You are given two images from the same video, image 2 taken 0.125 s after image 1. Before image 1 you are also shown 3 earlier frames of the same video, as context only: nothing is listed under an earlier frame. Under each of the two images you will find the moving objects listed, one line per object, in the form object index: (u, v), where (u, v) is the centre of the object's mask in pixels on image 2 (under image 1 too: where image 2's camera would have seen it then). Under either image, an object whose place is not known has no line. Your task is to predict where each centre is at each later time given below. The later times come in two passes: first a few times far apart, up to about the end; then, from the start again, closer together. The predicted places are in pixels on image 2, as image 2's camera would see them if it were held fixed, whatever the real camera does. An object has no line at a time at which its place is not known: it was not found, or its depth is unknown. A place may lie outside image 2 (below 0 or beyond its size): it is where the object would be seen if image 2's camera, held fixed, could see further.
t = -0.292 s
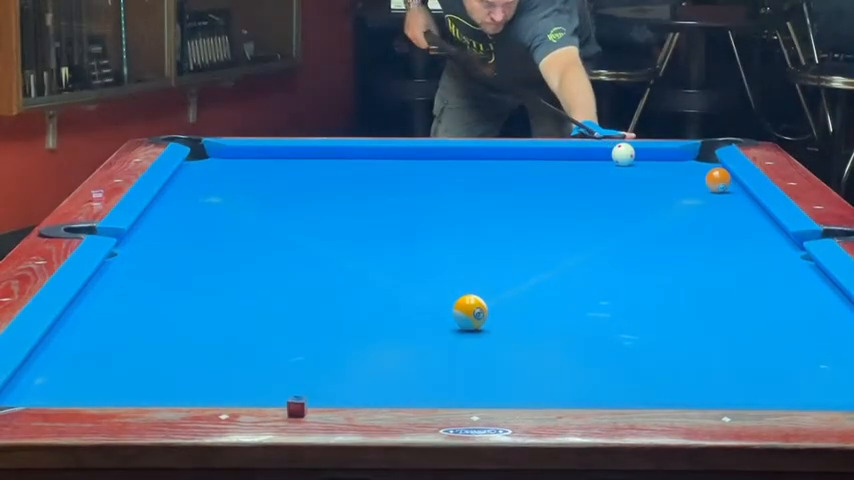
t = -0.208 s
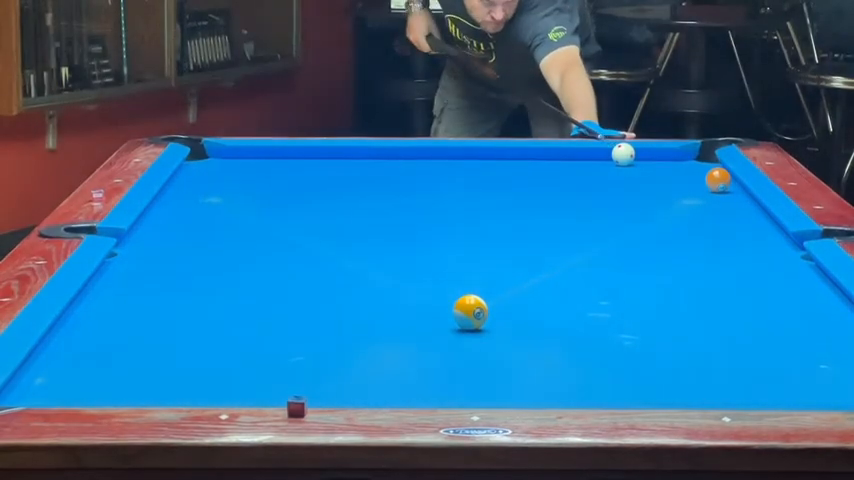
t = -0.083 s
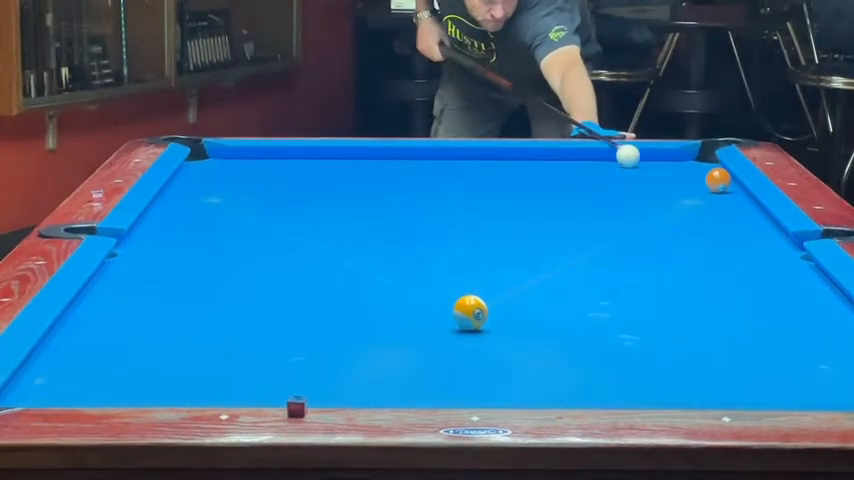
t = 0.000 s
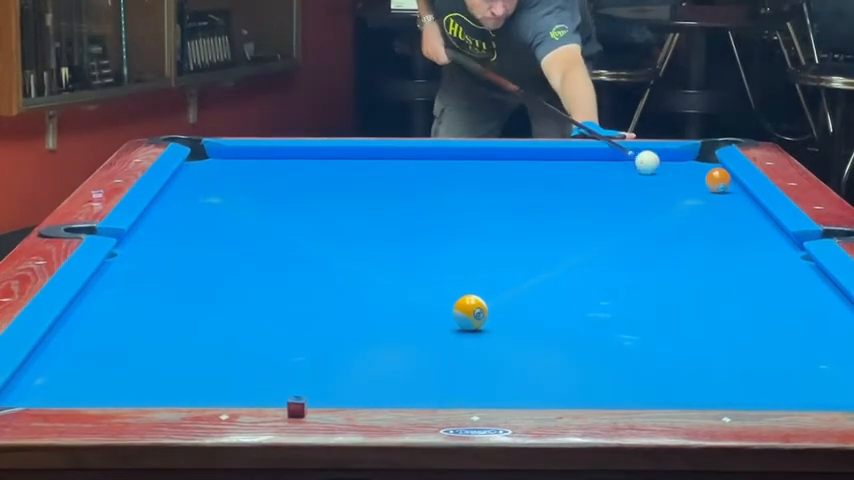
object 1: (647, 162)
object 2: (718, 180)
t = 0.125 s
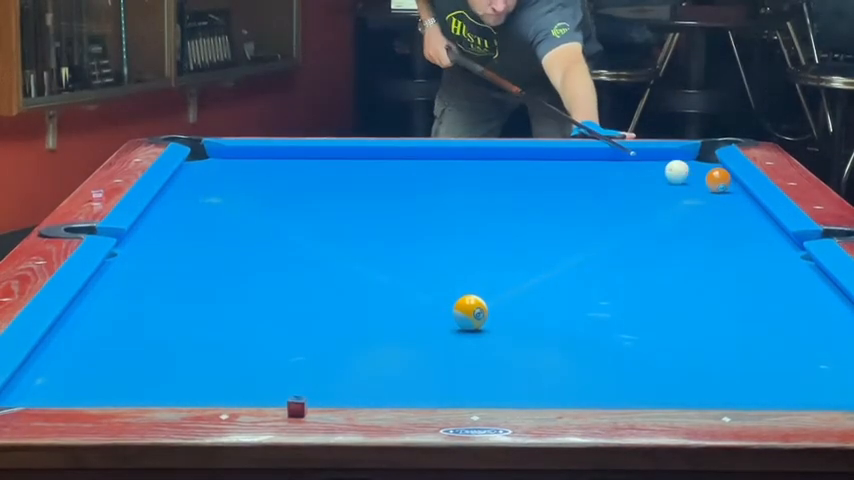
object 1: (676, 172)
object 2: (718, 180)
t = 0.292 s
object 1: (686, 183)
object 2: (716, 182)
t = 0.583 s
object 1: (671, 199)
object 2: (670, 181)
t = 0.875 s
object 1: (656, 216)
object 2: (627, 191)
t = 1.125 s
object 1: (642, 231)
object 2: (592, 195)
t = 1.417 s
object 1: (625, 249)
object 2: (554, 198)
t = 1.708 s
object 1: (607, 269)
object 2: (519, 202)
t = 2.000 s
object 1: (590, 287)
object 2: (490, 205)
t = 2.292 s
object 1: (571, 307)
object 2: (463, 207)
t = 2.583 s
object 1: (550, 328)
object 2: (440, 210)
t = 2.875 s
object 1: (530, 349)
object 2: (420, 212)
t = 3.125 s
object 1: (513, 368)
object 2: (408, 214)
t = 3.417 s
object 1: (494, 385)
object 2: (397, 215)
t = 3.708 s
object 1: (477, 393)
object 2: (391, 216)
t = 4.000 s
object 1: (465, 388)
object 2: (391, 216)
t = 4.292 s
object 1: (458, 383)
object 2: (391, 216)
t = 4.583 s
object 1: (453, 377)
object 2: (391, 216)
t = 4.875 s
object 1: (452, 371)
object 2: (391, 216)
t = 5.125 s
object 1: (451, 368)
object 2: (391, 216)
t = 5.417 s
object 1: (450, 366)
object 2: (391, 217)
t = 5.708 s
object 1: (451, 365)
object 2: (391, 217)
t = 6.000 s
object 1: (451, 365)
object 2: (391, 216)
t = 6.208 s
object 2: (391, 216)
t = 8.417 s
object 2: (391, 216)
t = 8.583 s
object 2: (391, 216)
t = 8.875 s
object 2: (392, 216)
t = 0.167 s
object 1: (687, 176)
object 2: (718, 180)
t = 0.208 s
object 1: (693, 179)
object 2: (723, 180)
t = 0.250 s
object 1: (689, 180)
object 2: (723, 181)
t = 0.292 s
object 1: (686, 183)
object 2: (716, 182)
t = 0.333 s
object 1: (684, 185)
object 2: (710, 182)
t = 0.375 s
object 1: (682, 187)
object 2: (704, 183)
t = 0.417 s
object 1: (679, 189)
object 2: (699, 183)
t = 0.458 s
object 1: (677, 192)
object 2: (693, 183)
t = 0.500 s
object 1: (675, 194)
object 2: (686, 182)
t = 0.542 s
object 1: (673, 197)
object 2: (678, 181)
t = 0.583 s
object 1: (671, 199)
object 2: (670, 181)
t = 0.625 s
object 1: (669, 201)
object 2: (662, 183)
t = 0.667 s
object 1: (667, 204)
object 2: (656, 185)
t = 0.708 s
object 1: (664, 206)
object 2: (650, 187)
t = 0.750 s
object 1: (662, 209)
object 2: (645, 189)
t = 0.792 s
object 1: (660, 211)
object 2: (639, 190)
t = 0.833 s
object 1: (658, 214)
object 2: (632, 191)
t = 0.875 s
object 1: (656, 216)
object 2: (627, 191)
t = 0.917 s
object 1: (653, 219)
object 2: (621, 192)
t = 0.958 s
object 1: (651, 220)
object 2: (615, 192)
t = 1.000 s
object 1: (649, 223)
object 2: (609, 193)
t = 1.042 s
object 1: (646, 226)
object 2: (603, 194)
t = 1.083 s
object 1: (644, 228)
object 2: (597, 194)
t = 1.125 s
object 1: (642, 231)
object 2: (592, 195)
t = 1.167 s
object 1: (639, 234)
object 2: (586, 195)
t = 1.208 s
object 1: (637, 236)
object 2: (581, 196)
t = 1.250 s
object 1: (635, 239)
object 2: (575, 196)
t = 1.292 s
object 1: (632, 241)
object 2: (570, 197)
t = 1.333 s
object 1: (630, 244)
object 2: (564, 197)
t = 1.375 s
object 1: (627, 247)
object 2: (559, 198)
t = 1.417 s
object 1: (625, 249)
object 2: (554, 198)
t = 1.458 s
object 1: (623, 252)
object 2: (549, 199)
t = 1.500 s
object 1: (620, 255)
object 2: (543, 199)
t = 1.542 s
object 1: (617, 257)
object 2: (538, 200)
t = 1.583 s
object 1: (615, 260)
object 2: (533, 200)
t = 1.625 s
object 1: (613, 263)
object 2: (529, 201)
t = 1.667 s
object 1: (610, 266)
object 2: (524, 201)
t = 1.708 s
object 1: (607, 269)
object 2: (519, 202)
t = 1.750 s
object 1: (605, 271)
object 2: (515, 202)
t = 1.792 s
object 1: (602, 274)
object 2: (510, 202)
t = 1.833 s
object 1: (600, 277)
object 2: (505, 203)
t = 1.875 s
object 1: (597, 280)
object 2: (501, 203)
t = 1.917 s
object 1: (594, 283)
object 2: (497, 204)
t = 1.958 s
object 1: (593, 284)
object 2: (494, 204)
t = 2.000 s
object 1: (590, 287)
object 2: (490, 205)
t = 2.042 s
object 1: (587, 290)
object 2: (486, 205)
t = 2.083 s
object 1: (585, 293)
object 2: (482, 206)
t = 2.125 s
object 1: (582, 296)
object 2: (478, 206)
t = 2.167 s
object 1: (579, 299)
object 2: (474, 206)
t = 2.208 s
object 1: (576, 302)
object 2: (470, 207)
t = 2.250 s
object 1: (573, 305)
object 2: (466, 207)
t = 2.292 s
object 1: (571, 307)
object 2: (463, 207)
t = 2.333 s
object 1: (568, 310)
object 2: (459, 208)
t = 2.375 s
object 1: (565, 314)
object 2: (456, 208)
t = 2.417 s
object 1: (562, 316)
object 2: (452, 209)
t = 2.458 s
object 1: (559, 319)
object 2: (449, 209)
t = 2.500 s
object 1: (556, 323)
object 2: (446, 210)
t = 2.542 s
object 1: (553, 325)
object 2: (443, 210)
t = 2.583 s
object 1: (550, 328)
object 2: (440, 210)
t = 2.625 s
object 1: (547, 331)
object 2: (436, 211)
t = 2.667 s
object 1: (544, 334)
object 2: (434, 210)
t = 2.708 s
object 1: (541, 337)
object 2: (431, 211)
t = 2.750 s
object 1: (538, 340)
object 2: (428, 211)
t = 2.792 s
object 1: (536, 343)
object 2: (426, 211)
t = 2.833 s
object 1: (533, 346)
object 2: (423, 212)
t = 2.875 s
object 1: (530, 349)
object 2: (420, 212)
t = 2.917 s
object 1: (527, 352)
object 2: (418, 212)
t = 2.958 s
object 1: (524, 355)
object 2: (416, 213)
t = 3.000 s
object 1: (521, 358)
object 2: (414, 213)
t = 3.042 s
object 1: (518, 361)
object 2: (412, 213)
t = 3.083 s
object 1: (515, 364)
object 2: (410, 213)
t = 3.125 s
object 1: (513, 368)
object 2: (408, 214)
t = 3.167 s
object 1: (510, 370)
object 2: (406, 214)
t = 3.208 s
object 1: (507, 374)
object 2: (404, 214)
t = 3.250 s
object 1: (504, 376)
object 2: (402, 214)
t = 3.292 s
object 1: (501, 379)
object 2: (401, 214)
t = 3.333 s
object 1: (499, 381)
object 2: (399, 214)
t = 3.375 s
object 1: (497, 383)
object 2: (398, 215)
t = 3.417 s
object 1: (494, 385)
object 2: (397, 215)
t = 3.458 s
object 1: (491, 387)
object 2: (395, 215)
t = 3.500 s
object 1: (489, 388)
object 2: (394, 215)
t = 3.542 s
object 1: (486, 390)
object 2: (393, 215)
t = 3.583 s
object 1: (483, 391)
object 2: (392, 216)
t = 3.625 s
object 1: (481, 393)
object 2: (391, 216)
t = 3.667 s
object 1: (478, 394)
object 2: (391, 216)
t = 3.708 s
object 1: (477, 393)
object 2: (391, 216)
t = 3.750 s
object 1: (475, 393)
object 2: (390, 216)
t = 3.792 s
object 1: (473, 392)
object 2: (390, 216)
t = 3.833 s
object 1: (471, 391)
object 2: (391, 216)
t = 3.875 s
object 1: (470, 390)
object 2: (391, 216)
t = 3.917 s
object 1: (469, 389)
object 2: (391, 216)
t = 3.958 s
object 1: (467, 388)
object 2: (391, 217)
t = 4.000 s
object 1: (465, 388)
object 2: (391, 216)
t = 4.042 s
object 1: (464, 387)
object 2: (391, 217)
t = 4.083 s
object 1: (463, 387)
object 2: (391, 216)
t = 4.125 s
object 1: (462, 386)
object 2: (391, 216)
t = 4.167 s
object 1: (460, 385)
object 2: (391, 216)
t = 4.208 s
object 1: (459, 384)
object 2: (391, 216)
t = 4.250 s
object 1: (458, 384)
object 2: (391, 216)
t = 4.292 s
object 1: (458, 383)
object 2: (391, 216)
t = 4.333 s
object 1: (457, 382)
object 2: (391, 216)
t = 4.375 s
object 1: (456, 382)
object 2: (391, 216)
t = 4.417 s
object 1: (456, 381)
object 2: (391, 216)
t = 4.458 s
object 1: (455, 379)
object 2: (391, 216)
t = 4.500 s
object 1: (454, 379)
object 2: (391, 216)
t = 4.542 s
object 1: (454, 377)
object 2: (391, 216)
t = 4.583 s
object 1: (453, 377)
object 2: (391, 216)
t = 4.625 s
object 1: (453, 376)
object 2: (391, 216)
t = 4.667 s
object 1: (453, 375)
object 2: (391, 216)
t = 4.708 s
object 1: (452, 374)
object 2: (391, 216)
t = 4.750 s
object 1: (452, 373)
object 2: (391, 216)
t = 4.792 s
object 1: (452, 373)
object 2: (391, 216)
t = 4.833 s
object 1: (452, 372)
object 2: (391, 216)
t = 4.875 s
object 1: (452, 371)
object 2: (391, 216)
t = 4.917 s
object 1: (451, 370)
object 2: (391, 216)
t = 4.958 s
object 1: (451, 370)
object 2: (391, 216)
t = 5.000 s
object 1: (451, 370)
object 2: (391, 216)
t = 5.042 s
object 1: (451, 369)
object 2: (391, 216)
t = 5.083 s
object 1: (451, 369)
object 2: (391, 216)
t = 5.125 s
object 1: (451, 368)
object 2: (391, 216)
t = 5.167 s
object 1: (451, 368)
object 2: (391, 216)
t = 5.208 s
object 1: (450, 368)
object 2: (391, 216)
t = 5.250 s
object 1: (450, 367)
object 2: (391, 216)
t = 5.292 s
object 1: (450, 367)
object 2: (391, 217)
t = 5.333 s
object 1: (450, 366)
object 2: (391, 216)
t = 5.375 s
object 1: (450, 366)
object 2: (391, 217)
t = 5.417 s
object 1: (450, 366)
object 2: (391, 217)
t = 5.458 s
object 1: (451, 365)
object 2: (391, 217)
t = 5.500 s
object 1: (451, 365)
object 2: (391, 217)
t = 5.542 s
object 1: (451, 365)
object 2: (391, 217)
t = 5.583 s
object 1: (451, 365)
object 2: (391, 217)
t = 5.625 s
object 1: (451, 365)
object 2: (391, 217)
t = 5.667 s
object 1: (451, 365)
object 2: (391, 217)
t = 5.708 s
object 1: (451, 365)
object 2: (391, 217)
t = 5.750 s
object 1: (451, 365)
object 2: (391, 217)
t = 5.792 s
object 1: (451, 365)
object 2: (391, 217)
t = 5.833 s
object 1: (451, 365)
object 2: (391, 217)
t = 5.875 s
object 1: (451, 365)
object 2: (391, 217)
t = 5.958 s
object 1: (451, 365)
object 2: (391, 217)
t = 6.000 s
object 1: (451, 365)
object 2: (391, 216)
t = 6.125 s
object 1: (451, 365)
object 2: (391, 216)
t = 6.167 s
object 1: (447, 362)
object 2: (391, 216)
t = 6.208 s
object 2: (391, 216)
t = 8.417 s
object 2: (391, 216)
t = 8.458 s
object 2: (392, 216)
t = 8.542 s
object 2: (391, 216)
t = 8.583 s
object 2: (391, 216)
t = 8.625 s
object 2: (391, 216)
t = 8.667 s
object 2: (391, 216)
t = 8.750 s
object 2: (392, 216)
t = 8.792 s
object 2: (392, 216)
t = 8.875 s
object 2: (392, 216)
